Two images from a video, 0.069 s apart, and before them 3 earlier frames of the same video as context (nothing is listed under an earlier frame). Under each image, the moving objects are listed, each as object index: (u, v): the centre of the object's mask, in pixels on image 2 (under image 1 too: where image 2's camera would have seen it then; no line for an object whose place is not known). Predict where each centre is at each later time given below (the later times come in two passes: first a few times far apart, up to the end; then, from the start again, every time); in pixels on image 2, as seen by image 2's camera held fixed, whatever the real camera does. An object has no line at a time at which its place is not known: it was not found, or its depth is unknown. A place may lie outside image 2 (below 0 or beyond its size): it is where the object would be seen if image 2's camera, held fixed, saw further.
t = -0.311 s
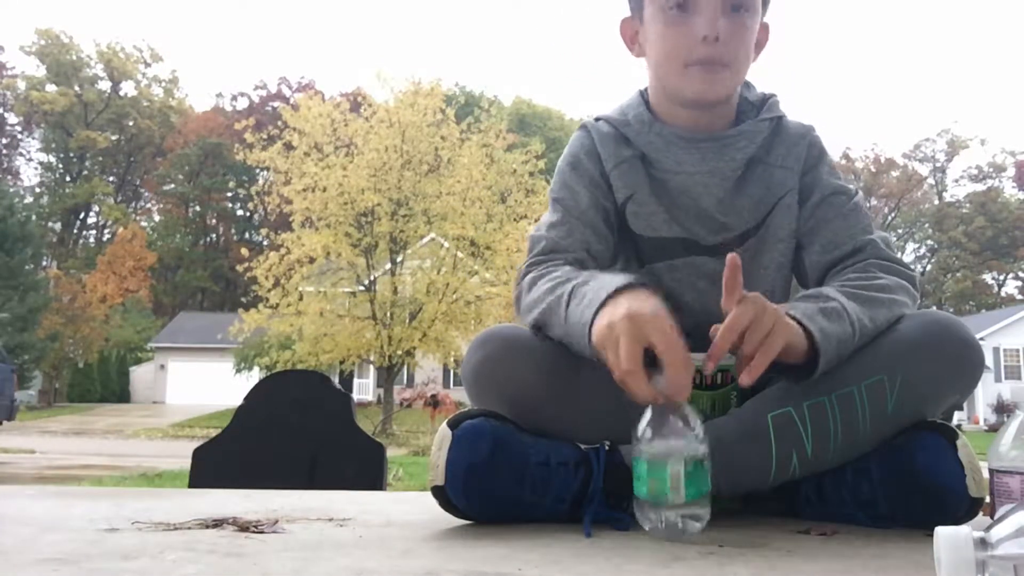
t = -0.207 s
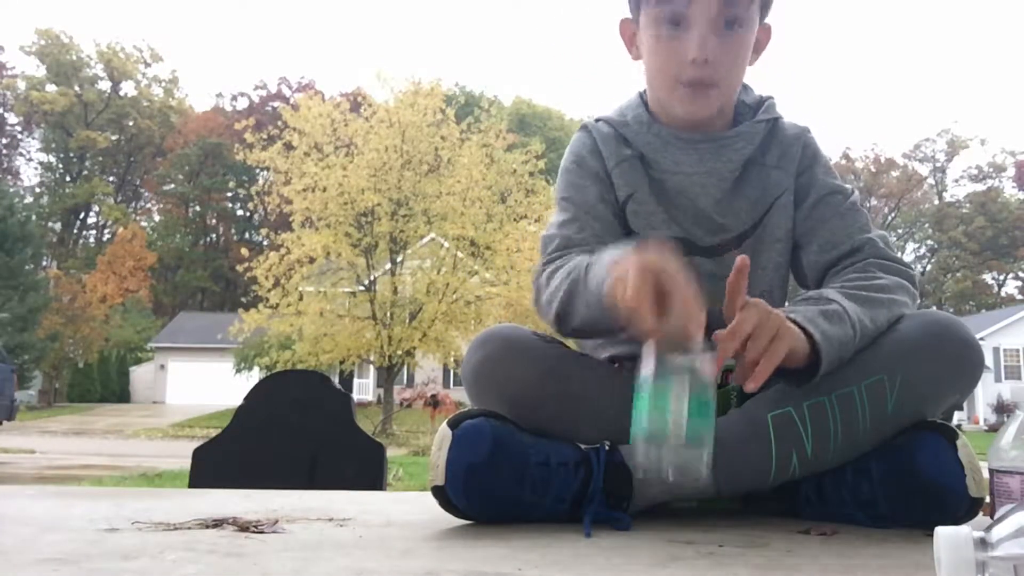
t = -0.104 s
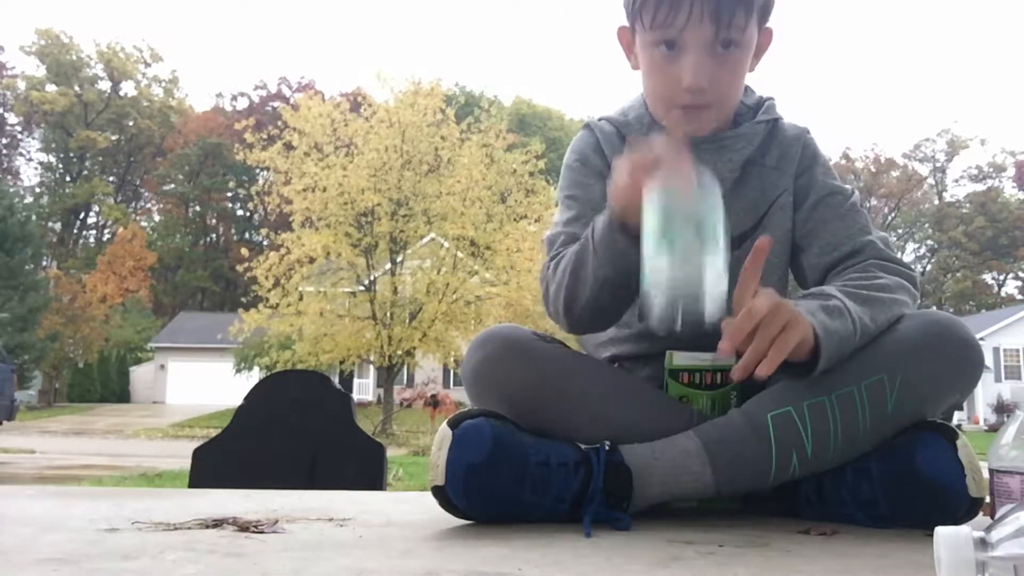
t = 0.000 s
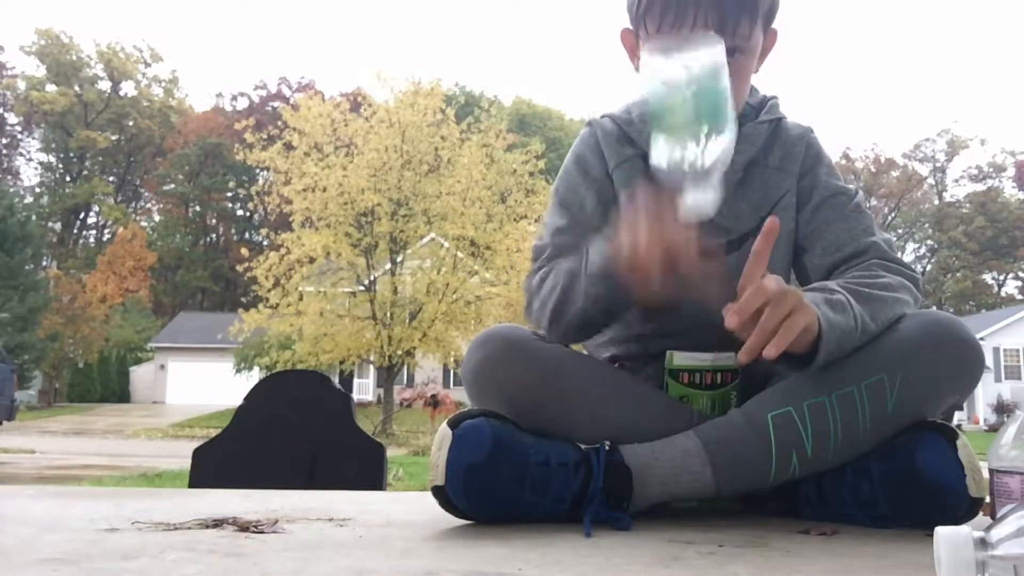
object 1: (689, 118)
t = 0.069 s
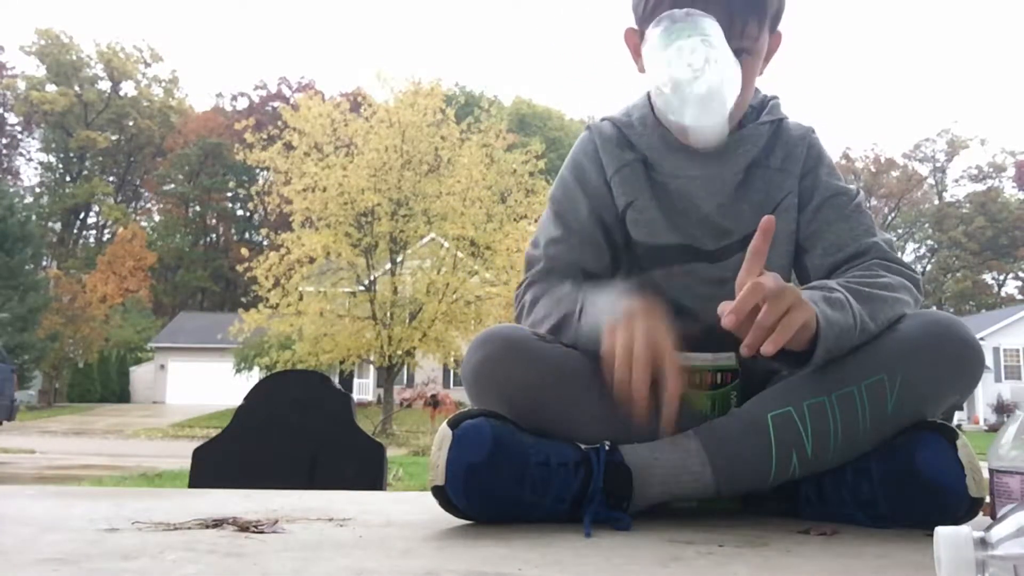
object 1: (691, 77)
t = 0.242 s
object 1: (707, 340)
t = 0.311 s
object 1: (719, 480)
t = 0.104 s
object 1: (695, 101)
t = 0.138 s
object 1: (698, 138)
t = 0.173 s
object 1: (701, 187)
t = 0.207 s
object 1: (703, 252)
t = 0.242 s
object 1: (707, 340)
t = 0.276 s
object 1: (711, 442)
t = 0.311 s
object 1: (719, 480)
